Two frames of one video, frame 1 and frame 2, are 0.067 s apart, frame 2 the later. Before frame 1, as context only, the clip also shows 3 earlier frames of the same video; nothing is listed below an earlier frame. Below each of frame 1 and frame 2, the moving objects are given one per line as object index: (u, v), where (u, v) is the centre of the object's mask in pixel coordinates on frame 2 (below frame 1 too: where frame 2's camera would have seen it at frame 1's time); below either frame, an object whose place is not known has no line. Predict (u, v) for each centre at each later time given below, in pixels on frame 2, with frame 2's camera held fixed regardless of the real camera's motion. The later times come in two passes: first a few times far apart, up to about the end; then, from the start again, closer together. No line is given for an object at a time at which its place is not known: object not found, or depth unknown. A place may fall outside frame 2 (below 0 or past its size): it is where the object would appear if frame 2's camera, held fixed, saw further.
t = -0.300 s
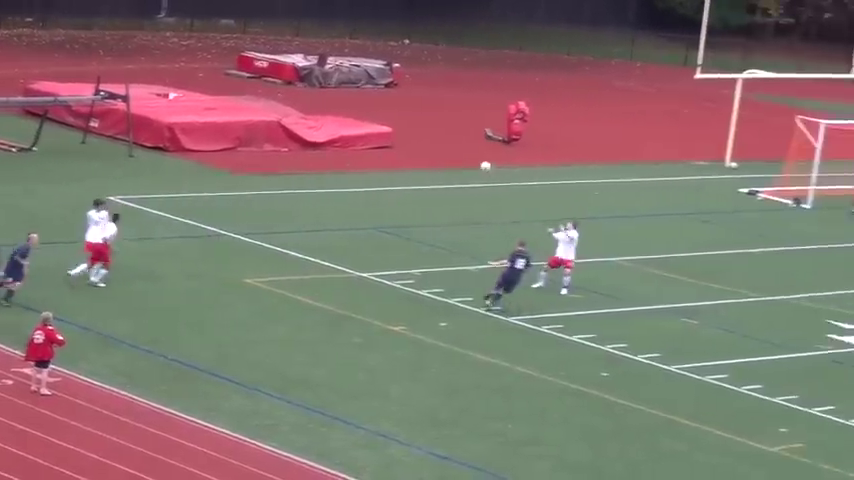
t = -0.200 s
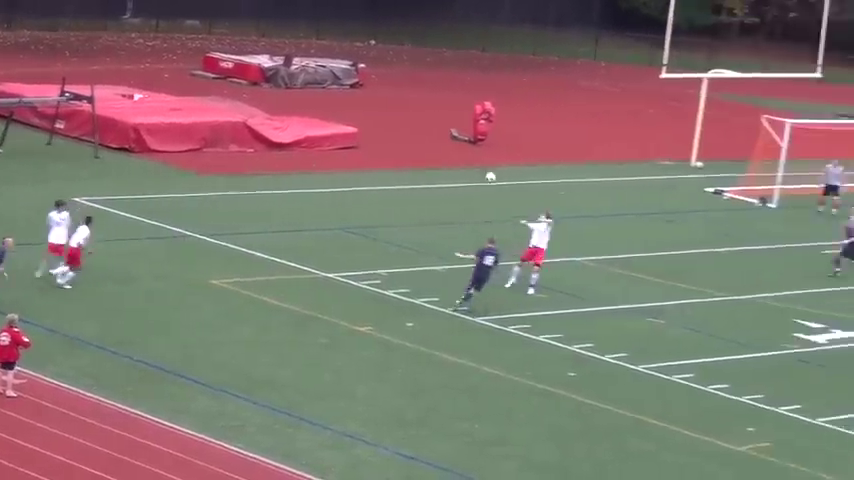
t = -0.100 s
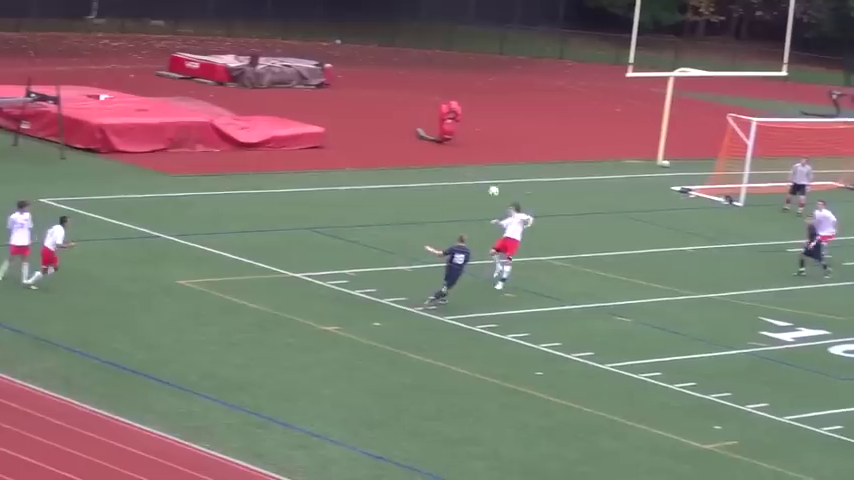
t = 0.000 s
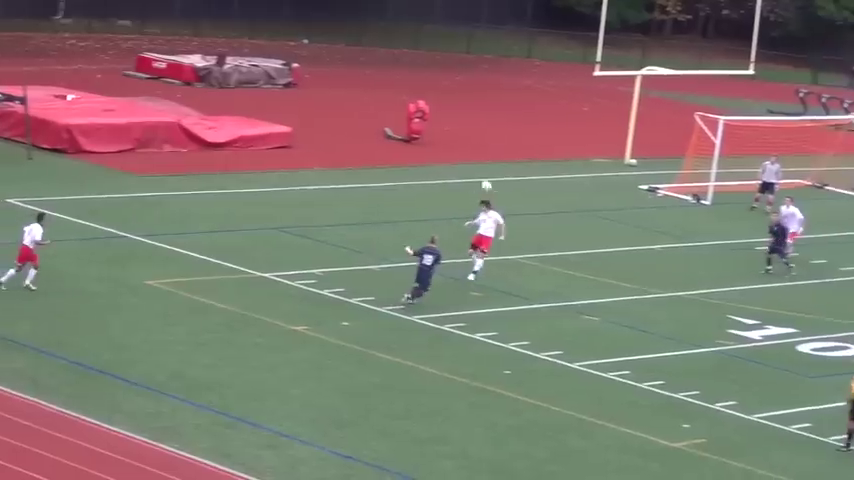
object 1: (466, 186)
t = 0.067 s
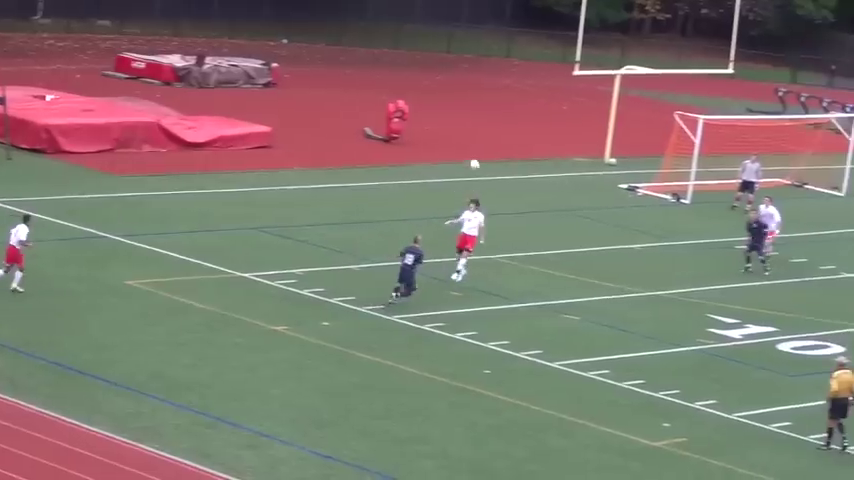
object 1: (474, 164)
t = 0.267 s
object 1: (497, 113)
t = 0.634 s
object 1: (534, 64)
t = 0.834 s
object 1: (552, 61)
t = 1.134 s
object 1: (574, 92)
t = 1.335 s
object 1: (587, 133)
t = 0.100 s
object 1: (478, 155)
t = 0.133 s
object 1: (482, 146)
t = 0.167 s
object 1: (486, 137)
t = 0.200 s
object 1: (489, 128)
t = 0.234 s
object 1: (493, 121)
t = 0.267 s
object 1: (497, 113)
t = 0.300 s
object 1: (500, 106)
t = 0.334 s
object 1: (504, 100)
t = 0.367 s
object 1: (507, 94)
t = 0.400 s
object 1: (511, 89)
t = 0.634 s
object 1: (534, 64)
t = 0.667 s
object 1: (537, 63)
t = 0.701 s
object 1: (540, 61)
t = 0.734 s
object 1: (543, 60)
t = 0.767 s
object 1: (546, 61)
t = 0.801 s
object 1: (549, 61)
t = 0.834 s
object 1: (552, 61)
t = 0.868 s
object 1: (555, 63)
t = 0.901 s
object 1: (557, 64)
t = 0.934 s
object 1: (560, 67)
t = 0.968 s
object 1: (563, 69)
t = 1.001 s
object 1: (565, 73)
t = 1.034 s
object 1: (567, 77)
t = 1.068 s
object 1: (570, 82)
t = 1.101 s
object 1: (572, 87)
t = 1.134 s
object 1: (574, 92)
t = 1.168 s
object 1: (577, 97)
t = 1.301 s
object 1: (585, 125)
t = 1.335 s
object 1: (587, 133)
